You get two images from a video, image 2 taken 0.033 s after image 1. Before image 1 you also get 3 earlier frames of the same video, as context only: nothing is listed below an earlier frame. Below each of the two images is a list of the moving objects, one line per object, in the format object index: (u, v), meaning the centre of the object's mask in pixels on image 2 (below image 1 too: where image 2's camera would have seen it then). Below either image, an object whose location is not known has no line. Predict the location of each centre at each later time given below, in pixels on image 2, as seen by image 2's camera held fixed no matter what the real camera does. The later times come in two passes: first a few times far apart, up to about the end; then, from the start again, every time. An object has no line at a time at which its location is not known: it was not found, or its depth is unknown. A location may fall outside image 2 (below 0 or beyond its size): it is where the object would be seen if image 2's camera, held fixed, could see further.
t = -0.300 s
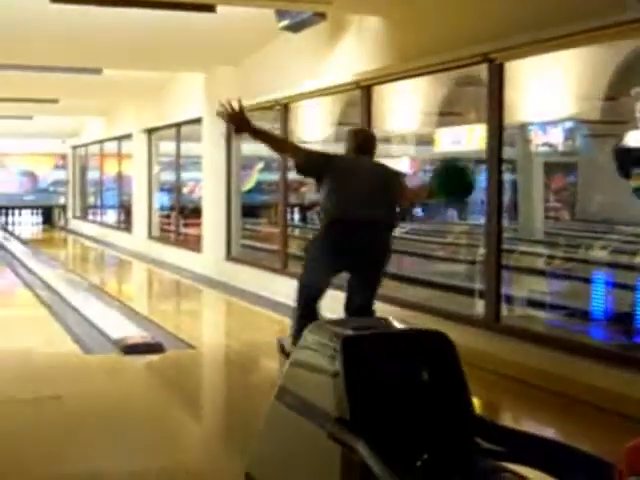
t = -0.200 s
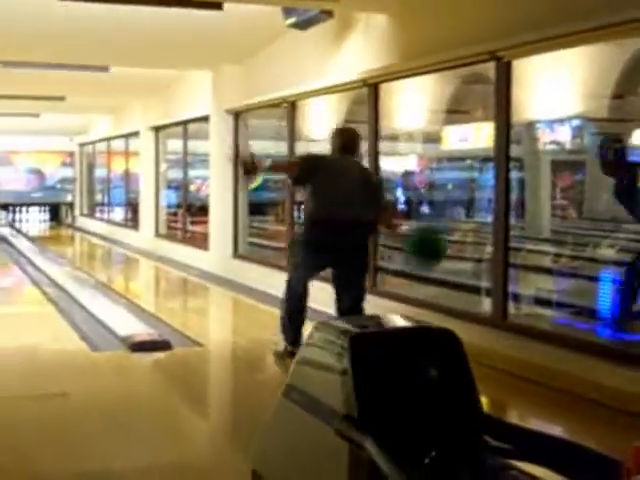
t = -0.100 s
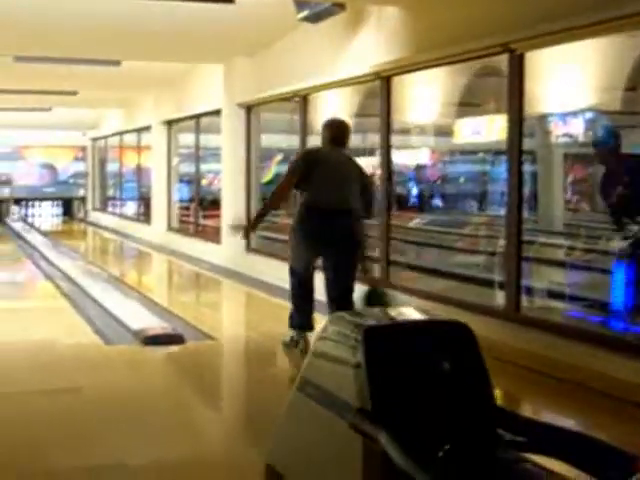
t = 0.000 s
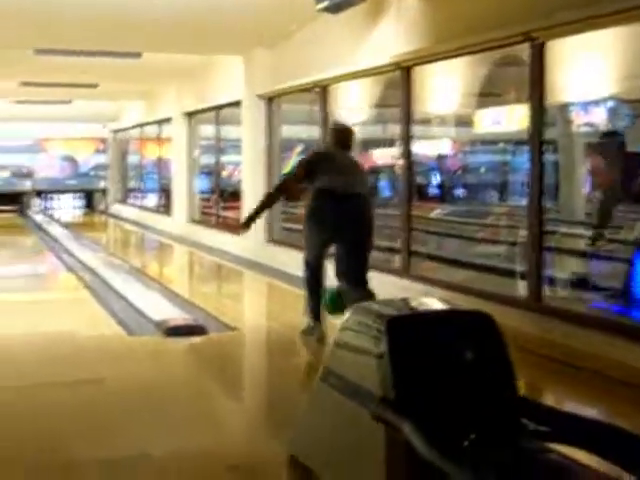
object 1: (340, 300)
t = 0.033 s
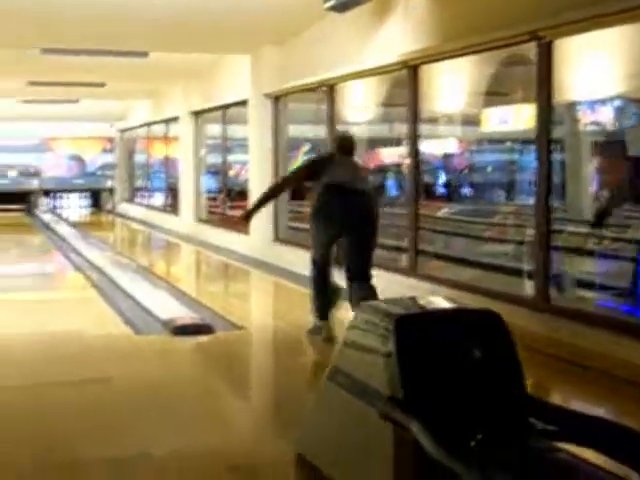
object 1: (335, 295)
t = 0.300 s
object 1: (235, 268)
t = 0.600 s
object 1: (177, 244)
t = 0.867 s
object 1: (144, 231)
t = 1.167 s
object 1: (121, 220)
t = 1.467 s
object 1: (103, 213)
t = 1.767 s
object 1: (91, 208)
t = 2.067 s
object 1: (88, 205)
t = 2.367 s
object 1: (86, 204)
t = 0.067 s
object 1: (305, 291)
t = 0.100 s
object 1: (297, 290)
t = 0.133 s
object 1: (284, 289)
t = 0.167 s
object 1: (273, 283)
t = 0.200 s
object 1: (262, 279)
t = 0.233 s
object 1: (252, 274)
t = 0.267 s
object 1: (242, 271)
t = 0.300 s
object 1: (235, 268)
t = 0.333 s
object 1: (225, 264)
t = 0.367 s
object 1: (218, 261)
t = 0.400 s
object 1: (211, 258)
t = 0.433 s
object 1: (204, 255)
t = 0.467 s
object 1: (198, 253)
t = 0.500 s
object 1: (193, 251)
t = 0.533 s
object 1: (186, 247)
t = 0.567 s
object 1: (181, 245)
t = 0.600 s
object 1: (177, 244)
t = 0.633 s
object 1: (171, 242)
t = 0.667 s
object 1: (167, 240)
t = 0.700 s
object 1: (163, 239)
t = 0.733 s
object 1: (160, 237)
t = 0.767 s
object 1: (155, 235)
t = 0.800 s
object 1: (151, 234)
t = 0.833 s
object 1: (149, 233)
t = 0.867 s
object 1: (144, 231)
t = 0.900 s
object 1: (142, 229)
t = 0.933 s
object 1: (139, 228)
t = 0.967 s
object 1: (135, 227)
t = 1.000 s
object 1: (133, 226)
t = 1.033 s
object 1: (131, 225)
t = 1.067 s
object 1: (127, 223)
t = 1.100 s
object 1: (125, 222)
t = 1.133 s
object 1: (122, 221)
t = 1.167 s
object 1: (121, 220)
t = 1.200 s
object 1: (119, 220)
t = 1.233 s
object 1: (116, 218)
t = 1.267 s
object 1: (113, 217)
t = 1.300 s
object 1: (112, 217)
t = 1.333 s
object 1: (110, 216)
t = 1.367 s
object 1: (110, 217)
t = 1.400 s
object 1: (107, 215)
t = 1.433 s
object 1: (105, 213)
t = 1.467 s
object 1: (103, 213)
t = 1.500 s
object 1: (102, 213)
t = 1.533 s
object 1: (102, 212)
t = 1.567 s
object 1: (100, 212)
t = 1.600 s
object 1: (97, 211)
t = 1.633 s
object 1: (96, 210)
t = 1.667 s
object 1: (95, 210)
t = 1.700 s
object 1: (94, 209)
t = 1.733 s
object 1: (94, 209)
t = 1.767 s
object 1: (91, 208)
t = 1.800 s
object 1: (89, 207)
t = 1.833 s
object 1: (89, 207)
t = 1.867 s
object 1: (87, 206)
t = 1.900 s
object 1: (88, 206)
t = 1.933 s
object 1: (87, 206)
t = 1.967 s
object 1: (87, 206)
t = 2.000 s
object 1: (87, 206)
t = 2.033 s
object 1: (87, 205)
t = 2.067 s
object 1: (88, 205)
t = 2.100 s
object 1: (88, 206)
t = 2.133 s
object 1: (88, 208)
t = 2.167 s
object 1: (89, 205)
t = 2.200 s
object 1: (88, 207)
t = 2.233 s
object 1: (86, 205)
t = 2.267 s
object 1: (87, 206)
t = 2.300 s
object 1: (86, 205)
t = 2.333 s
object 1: (87, 205)
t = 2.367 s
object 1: (86, 204)
